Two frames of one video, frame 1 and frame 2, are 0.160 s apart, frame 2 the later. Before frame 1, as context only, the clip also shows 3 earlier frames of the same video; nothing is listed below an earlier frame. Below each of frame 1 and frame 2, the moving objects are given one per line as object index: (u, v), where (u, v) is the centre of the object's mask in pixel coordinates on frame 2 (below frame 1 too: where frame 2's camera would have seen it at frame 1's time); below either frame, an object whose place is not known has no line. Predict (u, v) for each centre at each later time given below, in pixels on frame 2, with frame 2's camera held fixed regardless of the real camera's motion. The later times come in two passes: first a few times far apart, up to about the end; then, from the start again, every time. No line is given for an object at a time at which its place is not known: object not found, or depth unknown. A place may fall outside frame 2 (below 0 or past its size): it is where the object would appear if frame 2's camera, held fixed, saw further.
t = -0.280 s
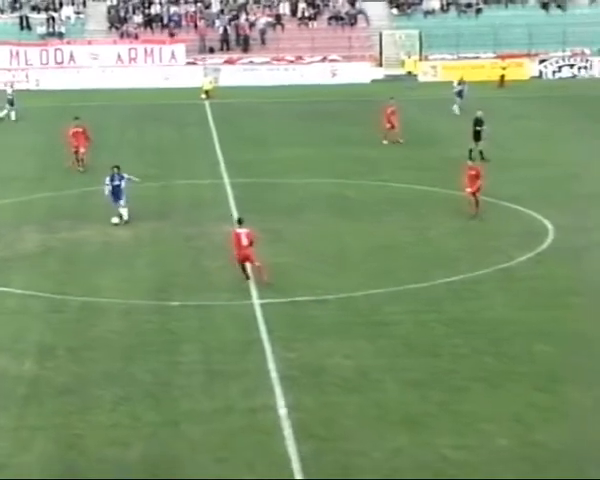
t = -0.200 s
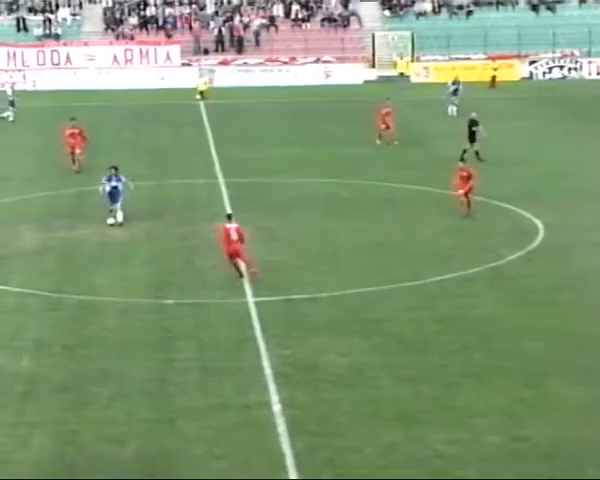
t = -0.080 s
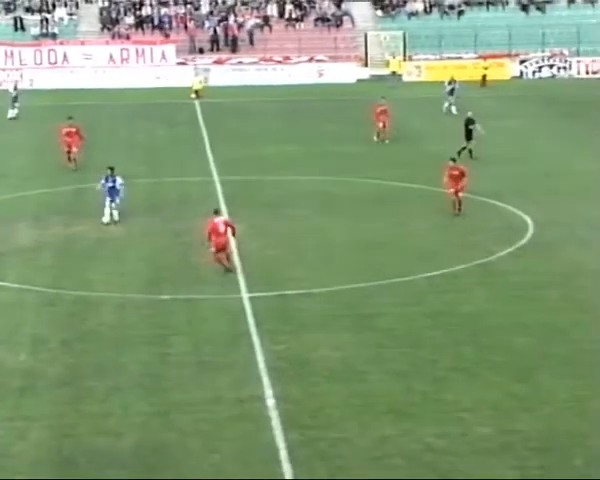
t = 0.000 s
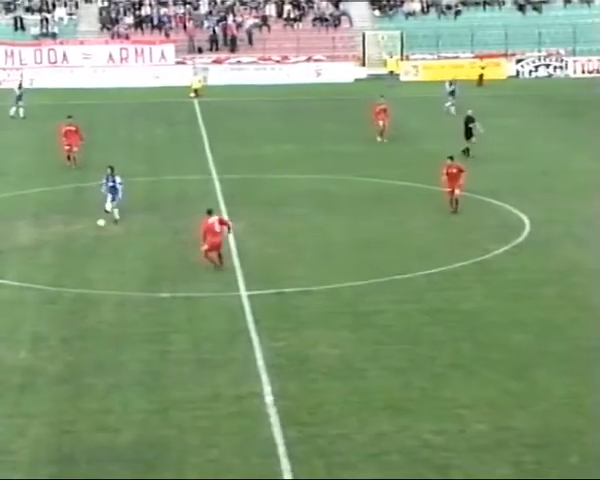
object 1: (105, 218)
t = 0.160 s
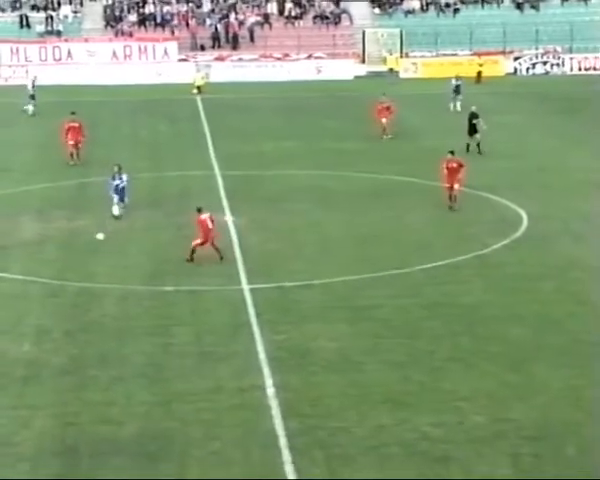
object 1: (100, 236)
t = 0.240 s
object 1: (97, 251)
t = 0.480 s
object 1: (90, 290)
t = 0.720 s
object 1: (85, 334)
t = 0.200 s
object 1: (98, 243)
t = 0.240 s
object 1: (97, 251)
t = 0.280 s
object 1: (95, 259)
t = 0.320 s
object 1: (94, 270)
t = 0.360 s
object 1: (93, 280)
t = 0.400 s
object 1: (91, 284)
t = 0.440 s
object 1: (90, 286)
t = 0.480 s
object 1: (90, 290)
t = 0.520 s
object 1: (89, 295)
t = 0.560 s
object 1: (88, 300)
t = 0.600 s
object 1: (87, 307)
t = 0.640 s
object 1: (87, 315)
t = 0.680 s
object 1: (86, 324)
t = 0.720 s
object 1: (85, 334)
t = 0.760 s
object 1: (85, 339)
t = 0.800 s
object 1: (84, 339)
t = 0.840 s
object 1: (84, 341)
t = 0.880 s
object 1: (83, 345)
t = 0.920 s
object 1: (82, 348)
